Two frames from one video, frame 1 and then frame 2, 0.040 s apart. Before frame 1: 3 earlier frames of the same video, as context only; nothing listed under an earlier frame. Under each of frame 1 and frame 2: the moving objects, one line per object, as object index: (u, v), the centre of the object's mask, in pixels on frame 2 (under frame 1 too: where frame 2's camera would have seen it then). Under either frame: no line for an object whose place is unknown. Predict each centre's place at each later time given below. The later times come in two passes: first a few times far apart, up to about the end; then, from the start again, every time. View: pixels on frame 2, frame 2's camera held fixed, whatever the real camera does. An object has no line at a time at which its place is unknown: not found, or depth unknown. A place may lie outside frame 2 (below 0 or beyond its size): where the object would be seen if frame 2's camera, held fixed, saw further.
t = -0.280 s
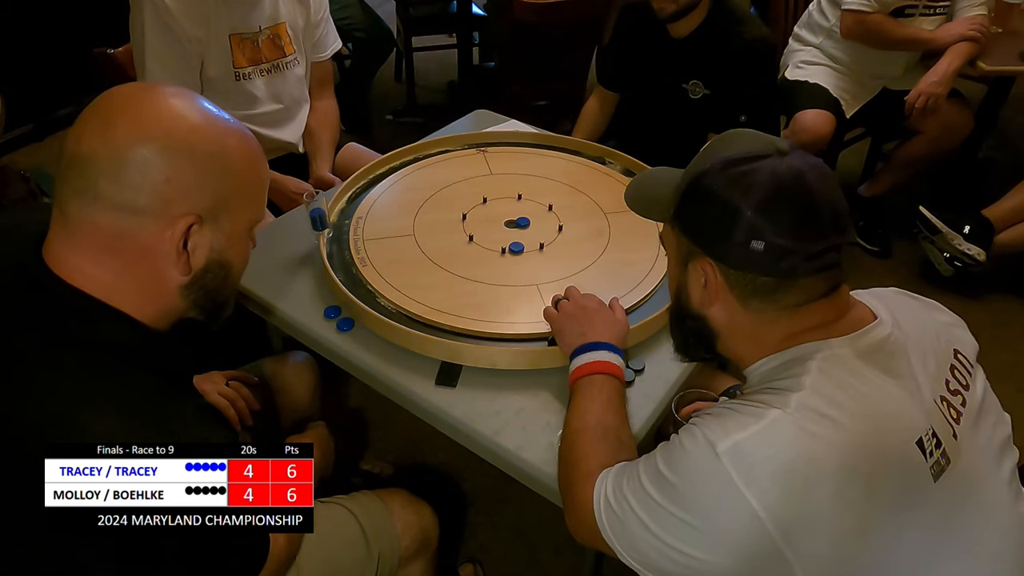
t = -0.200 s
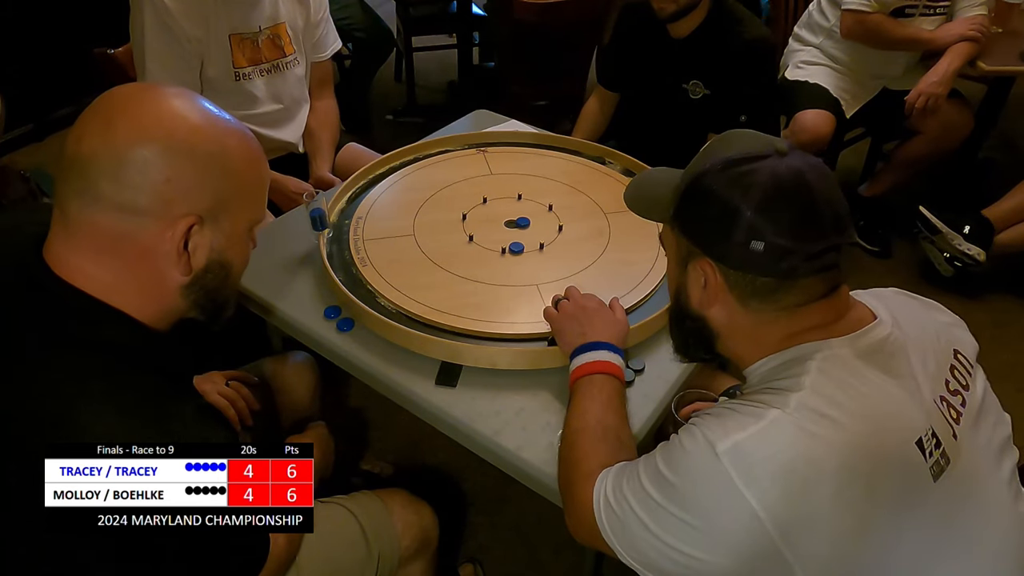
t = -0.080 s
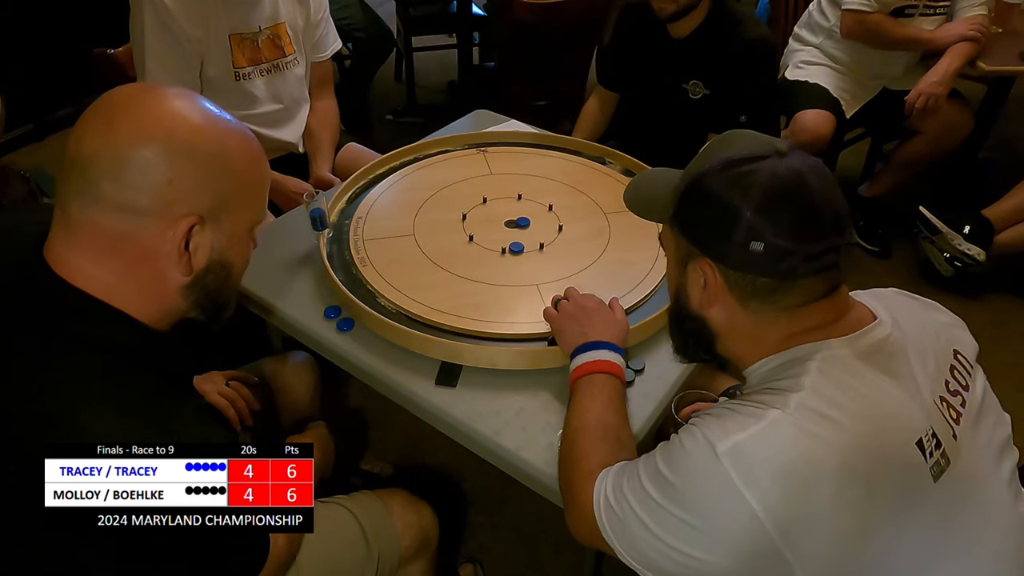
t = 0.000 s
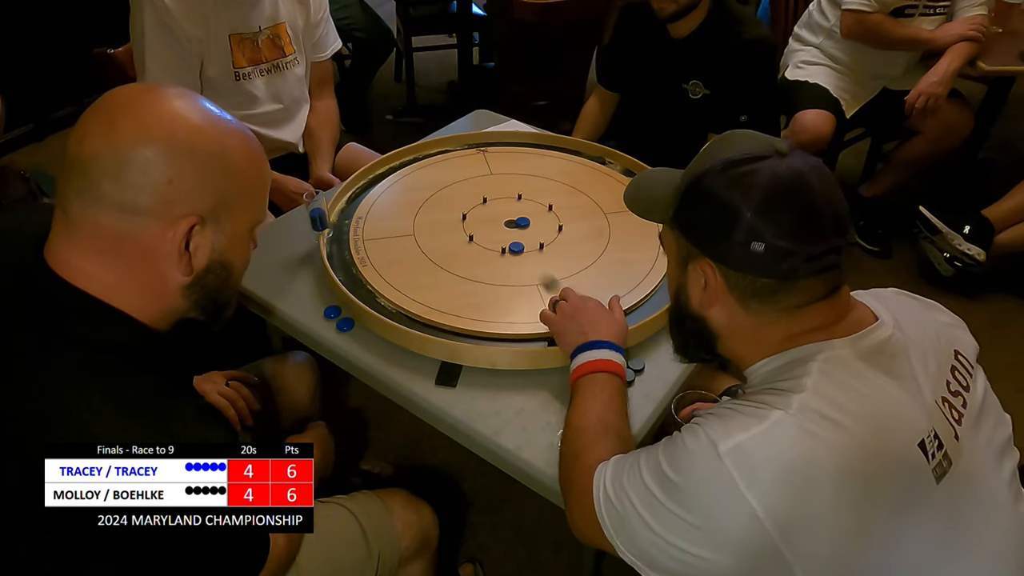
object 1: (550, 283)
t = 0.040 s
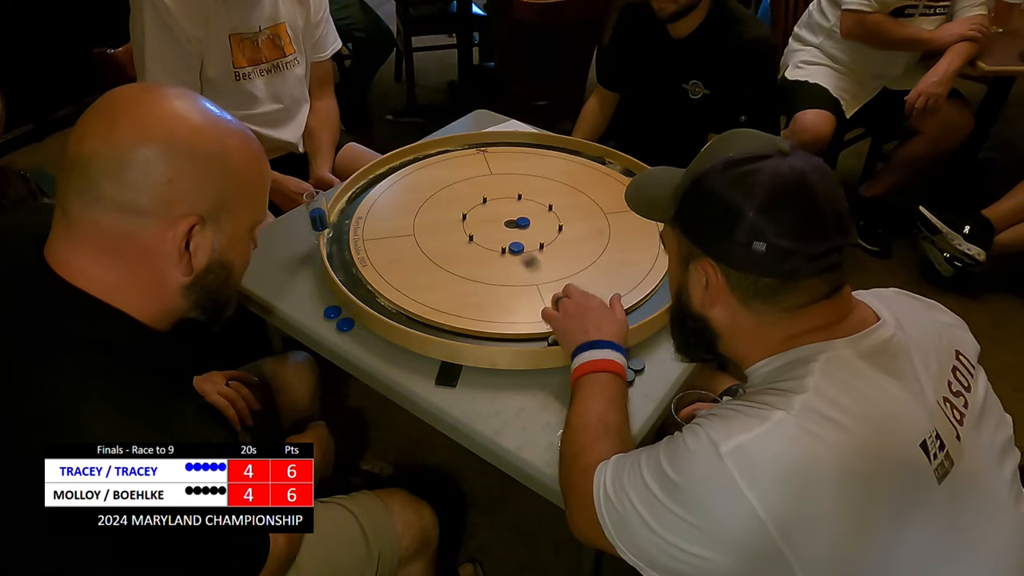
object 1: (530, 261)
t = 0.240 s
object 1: (524, 238)
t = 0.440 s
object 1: (523, 232)
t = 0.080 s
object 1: (525, 252)
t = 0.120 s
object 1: (525, 248)
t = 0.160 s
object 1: (525, 245)
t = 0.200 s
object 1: (525, 241)
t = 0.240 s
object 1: (524, 238)
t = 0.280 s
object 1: (523, 235)
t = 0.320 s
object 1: (523, 234)
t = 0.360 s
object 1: (523, 233)
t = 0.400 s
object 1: (523, 232)
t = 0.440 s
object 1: (523, 232)
